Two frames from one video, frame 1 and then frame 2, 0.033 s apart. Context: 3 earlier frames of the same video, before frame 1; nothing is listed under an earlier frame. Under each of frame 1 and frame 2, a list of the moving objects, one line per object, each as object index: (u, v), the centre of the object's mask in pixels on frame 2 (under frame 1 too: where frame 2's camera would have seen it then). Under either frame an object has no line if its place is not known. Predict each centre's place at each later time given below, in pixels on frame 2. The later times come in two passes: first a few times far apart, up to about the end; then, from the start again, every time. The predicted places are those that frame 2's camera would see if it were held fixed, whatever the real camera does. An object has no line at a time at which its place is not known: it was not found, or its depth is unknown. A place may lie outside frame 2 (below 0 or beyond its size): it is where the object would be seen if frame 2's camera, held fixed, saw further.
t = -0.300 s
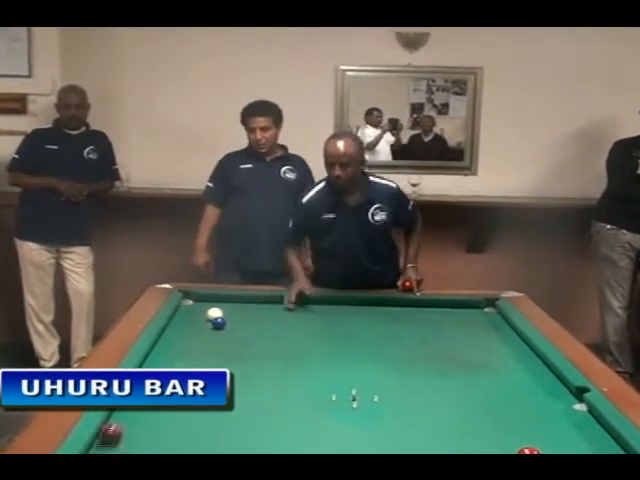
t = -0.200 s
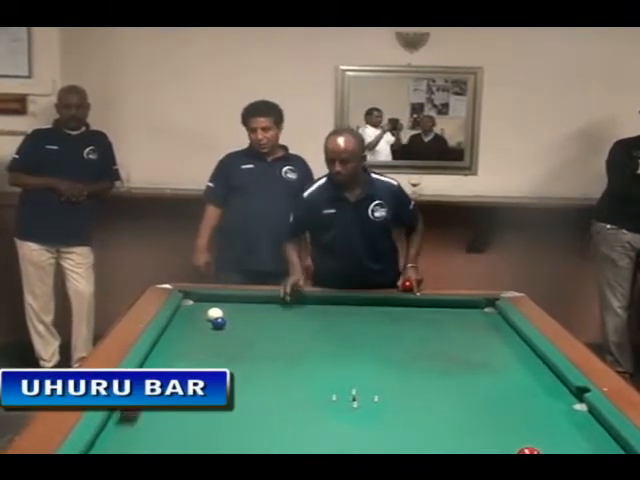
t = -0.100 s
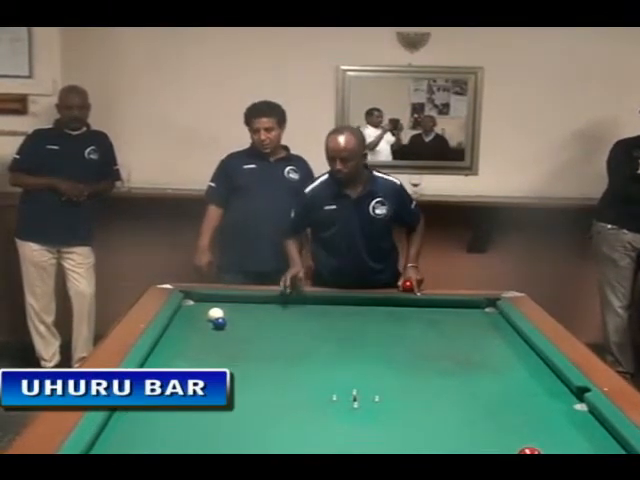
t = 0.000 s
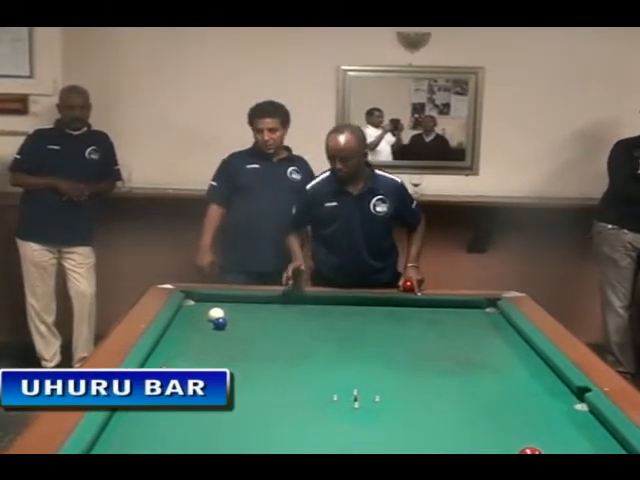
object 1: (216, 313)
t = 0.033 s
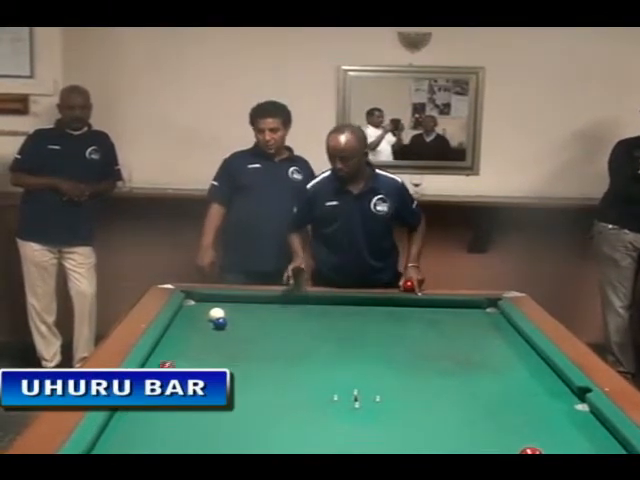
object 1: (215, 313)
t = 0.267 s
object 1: (215, 313)
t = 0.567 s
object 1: (234, 307)
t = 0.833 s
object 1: (261, 303)
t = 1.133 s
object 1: (278, 312)
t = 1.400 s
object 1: (294, 321)
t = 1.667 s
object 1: (310, 330)
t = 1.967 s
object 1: (329, 341)
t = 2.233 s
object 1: (345, 350)
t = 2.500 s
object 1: (362, 360)
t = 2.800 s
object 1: (380, 371)
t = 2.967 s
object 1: (390, 378)
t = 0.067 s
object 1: (215, 313)
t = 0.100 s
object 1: (215, 314)
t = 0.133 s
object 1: (215, 313)
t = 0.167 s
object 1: (215, 313)
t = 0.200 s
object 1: (215, 313)
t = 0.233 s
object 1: (215, 313)
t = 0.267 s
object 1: (215, 313)
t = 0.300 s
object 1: (215, 313)
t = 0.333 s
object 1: (215, 314)
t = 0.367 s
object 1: (215, 313)
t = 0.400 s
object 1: (215, 313)
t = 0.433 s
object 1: (216, 313)
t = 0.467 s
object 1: (218, 312)
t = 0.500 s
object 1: (223, 311)
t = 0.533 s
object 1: (229, 309)
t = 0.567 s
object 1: (234, 307)
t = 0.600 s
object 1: (238, 306)
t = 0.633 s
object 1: (243, 304)
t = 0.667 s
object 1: (247, 303)
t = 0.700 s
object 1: (251, 301)
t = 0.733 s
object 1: (254, 300)
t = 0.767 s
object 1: (257, 300)
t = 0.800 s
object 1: (259, 301)
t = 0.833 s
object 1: (261, 303)
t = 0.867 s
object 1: (263, 303)
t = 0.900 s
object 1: (264, 304)
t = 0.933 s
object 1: (267, 306)
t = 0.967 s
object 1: (269, 307)
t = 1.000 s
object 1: (271, 308)
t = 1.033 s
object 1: (273, 309)
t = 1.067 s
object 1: (275, 310)
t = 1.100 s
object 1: (277, 311)
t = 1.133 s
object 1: (278, 312)
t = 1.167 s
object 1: (280, 313)
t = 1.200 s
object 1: (282, 314)
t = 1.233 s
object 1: (284, 316)
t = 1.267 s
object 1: (286, 317)
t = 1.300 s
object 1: (288, 318)
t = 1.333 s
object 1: (290, 319)
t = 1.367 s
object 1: (292, 320)
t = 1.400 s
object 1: (294, 321)
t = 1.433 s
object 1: (296, 322)
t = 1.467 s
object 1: (298, 323)
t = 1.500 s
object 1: (300, 324)
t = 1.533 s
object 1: (302, 325)
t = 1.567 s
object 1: (304, 327)
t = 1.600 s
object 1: (306, 328)
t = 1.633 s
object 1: (309, 329)
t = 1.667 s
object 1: (310, 330)
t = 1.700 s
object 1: (312, 332)
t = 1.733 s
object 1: (315, 333)
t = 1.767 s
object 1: (316, 334)
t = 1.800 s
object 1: (319, 335)
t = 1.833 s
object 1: (320, 336)
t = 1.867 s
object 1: (323, 337)
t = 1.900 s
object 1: (325, 338)
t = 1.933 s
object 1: (327, 339)
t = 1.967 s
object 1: (329, 341)
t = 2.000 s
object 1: (331, 342)
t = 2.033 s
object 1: (333, 343)
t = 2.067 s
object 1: (335, 344)
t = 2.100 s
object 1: (337, 345)
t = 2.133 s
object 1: (339, 347)
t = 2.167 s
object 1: (341, 348)
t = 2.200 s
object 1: (343, 349)
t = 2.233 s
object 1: (345, 350)
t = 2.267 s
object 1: (347, 351)
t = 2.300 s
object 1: (349, 353)
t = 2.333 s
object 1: (351, 354)
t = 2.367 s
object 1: (353, 355)
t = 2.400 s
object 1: (355, 356)
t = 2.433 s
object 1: (357, 357)
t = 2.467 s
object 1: (360, 359)
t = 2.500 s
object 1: (362, 360)
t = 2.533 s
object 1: (364, 361)
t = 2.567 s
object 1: (366, 363)
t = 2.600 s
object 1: (368, 364)
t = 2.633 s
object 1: (370, 365)
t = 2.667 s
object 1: (372, 366)
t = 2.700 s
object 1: (374, 367)
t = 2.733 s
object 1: (376, 369)
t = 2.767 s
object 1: (378, 370)
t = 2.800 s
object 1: (380, 371)
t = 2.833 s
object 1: (382, 372)
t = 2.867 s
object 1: (384, 374)
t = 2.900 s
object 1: (386, 375)
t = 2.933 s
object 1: (388, 376)
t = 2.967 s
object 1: (390, 378)
